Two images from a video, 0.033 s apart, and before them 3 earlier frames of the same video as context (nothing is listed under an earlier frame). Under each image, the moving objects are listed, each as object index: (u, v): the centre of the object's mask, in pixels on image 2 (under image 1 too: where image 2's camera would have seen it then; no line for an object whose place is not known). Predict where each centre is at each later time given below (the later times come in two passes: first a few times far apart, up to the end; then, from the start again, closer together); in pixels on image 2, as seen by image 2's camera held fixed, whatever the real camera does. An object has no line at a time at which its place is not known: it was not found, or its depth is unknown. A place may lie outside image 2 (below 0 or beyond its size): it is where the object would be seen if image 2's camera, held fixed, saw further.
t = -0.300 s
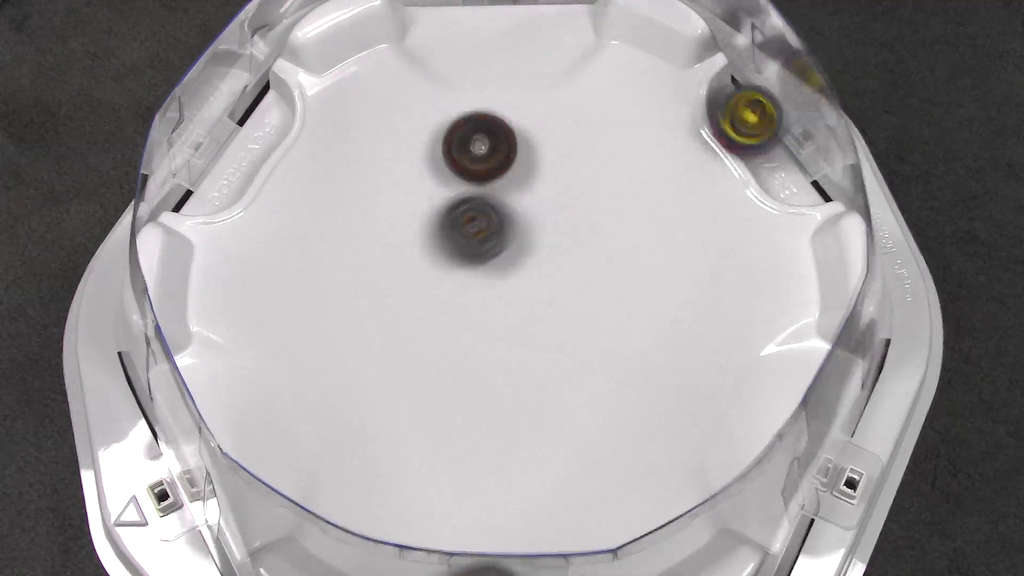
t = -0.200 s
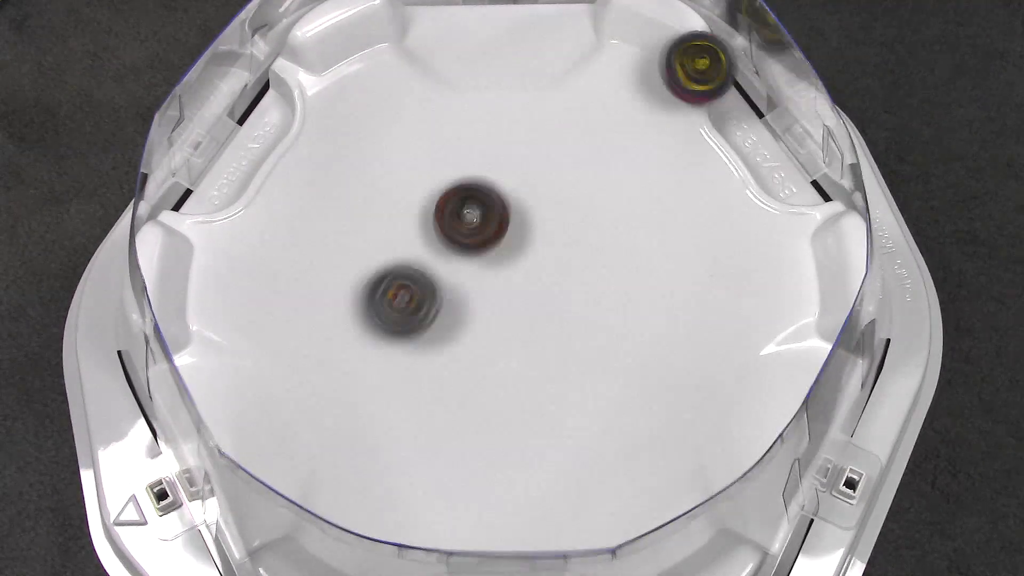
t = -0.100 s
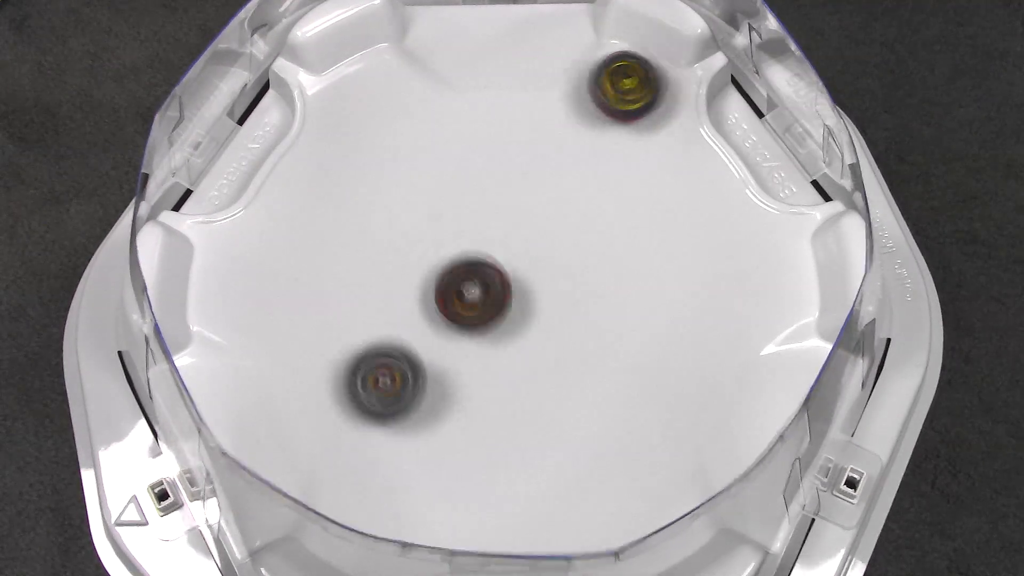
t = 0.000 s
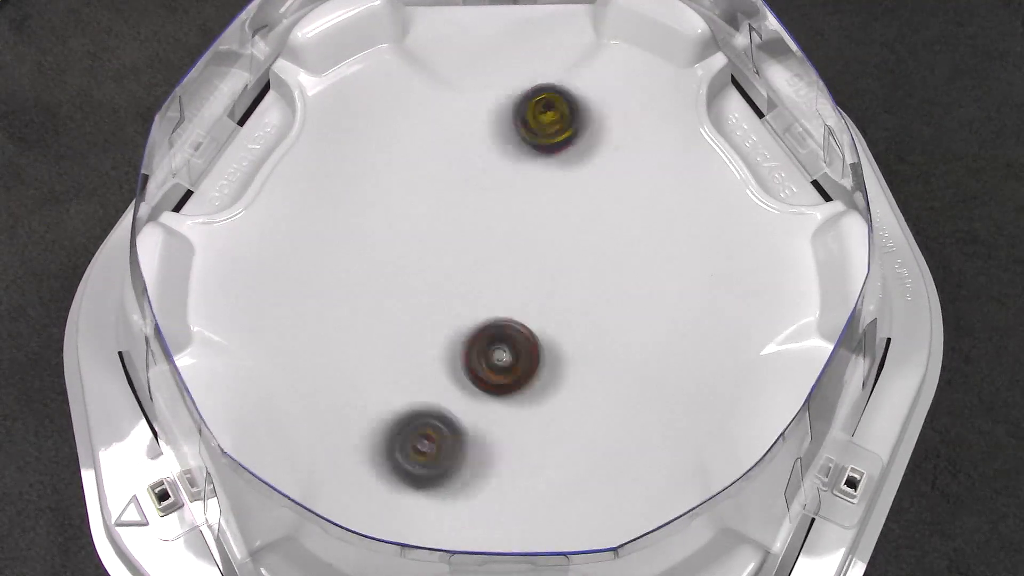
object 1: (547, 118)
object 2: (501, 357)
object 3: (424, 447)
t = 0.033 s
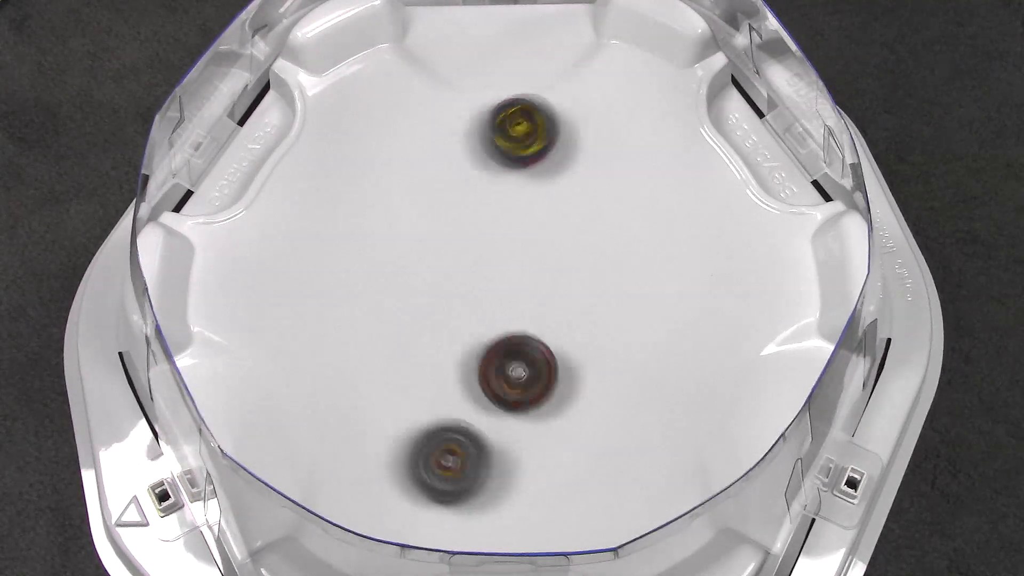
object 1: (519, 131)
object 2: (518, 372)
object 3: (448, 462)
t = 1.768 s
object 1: (506, 411)
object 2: (419, 276)
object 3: (724, 351)
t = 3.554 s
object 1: (403, 248)
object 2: (415, 134)
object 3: (767, 391)
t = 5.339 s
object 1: (567, 265)
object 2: (480, 355)
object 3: (404, 133)
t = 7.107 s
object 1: (429, 296)
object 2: (546, 298)
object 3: (438, 200)
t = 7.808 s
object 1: (487, 340)
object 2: (562, 340)
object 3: (485, 254)
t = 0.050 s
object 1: (507, 137)
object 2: (526, 377)
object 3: (462, 467)
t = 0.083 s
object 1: (481, 152)
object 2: (541, 385)
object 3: (492, 476)
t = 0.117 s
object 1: (456, 171)
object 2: (558, 387)
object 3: (526, 479)
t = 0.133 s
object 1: (445, 182)
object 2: (565, 386)
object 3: (544, 479)
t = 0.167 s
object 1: (426, 204)
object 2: (581, 384)
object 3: (582, 476)
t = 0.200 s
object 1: (409, 232)
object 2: (593, 375)
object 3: (617, 466)
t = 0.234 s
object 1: (397, 262)
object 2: (605, 366)
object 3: (653, 451)
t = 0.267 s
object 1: (392, 292)
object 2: (614, 352)
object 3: (685, 431)
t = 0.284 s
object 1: (393, 309)
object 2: (618, 346)
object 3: (700, 418)
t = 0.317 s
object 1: (395, 340)
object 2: (625, 332)
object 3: (727, 396)
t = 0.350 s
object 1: (406, 367)
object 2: (628, 318)
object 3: (750, 377)
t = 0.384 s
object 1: (421, 394)
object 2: (626, 300)
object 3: (767, 359)
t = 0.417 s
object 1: (440, 415)
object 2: (620, 285)
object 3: (778, 344)
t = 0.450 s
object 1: (463, 433)
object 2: (607, 270)
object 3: (787, 330)
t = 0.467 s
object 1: (476, 441)
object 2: (600, 265)
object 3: (790, 325)
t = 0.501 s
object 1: (501, 451)
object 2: (582, 254)
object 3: (792, 320)
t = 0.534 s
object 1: (527, 456)
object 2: (563, 247)
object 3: (789, 318)
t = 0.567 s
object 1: (554, 458)
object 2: (542, 242)
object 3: (777, 319)
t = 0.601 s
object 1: (579, 455)
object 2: (521, 243)
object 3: (764, 319)
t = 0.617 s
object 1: (591, 451)
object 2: (508, 245)
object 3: (755, 318)
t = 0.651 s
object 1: (613, 442)
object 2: (486, 251)
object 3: (737, 315)
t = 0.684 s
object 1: (634, 429)
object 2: (464, 260)
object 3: (716, 309)
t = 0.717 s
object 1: (650, 412)
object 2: (448, 270)
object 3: (693, 301)
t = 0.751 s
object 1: (663, 392)
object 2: (432, 284)
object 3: (669, 292)
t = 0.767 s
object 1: (667, 381)
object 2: (428, 291)
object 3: (655, 286)
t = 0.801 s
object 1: (673, 357)
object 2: (418, 307)
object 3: (630, 273)
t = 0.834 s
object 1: (673, 335)
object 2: (415, 324)
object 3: (603, 259)
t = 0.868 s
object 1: (668, 310)
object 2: (415, 341)
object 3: (572, 243)
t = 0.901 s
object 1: (657, 287)
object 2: (419, 356)
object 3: (540, 230)
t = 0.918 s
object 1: (650, 275)
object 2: (422, 365)
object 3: (522, 225)
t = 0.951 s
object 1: (633, 253)
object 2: (432, 377)
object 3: (488, 220)
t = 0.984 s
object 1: (612, 234)
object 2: (446, 388)
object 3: (453, 220)
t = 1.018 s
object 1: (589, 218)
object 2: (462, 395)
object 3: (422, 226)
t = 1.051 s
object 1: (561, 204)
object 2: (482, 398)
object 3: (394, 236)
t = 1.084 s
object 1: (533, 194)
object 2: (499, 398)
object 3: (370, 250)
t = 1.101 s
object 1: (515, 191)
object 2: (508, 395)
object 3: (360, 258)
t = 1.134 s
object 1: (486, 187)
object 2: (524, 388)
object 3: (343, 279)
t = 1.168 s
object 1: (458, 187)
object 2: (538, 377)
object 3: (331, 302)
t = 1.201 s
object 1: (431, 192)
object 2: (551, 363)
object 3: (327, 331)
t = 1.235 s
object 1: (405, 201)
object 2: (559, 348)
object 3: (326, 362)
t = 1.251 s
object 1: (392, 206)
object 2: (562, 339)
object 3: (330, 378)
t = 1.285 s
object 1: (370, 220)
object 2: (565, 322)
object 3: (339, 407)
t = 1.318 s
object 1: (353, 236)
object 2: (563, 302)
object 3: (355, 437)
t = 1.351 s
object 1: (339, 253)
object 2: (558, 286)
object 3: (375, 463)
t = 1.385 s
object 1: (329, 272)
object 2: (551, 271)
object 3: (402, 487)
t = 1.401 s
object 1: (326, 283)
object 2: (545, 263)
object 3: (415, 497)
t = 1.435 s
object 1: (323, 303)
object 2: (533, 251)
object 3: (448, 512)
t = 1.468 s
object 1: (323, 325)
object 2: (519, 241)
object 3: (484, 523)
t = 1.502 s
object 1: (328, 345)
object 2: (503, 233)
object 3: (521, 527)
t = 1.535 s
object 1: (337, 365)
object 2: (488, 229)
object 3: (557, 519)
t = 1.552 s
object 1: (344, 373)
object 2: (479, 228)
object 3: (575, 516)
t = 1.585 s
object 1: (361, 390)
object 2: (465, 229)
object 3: (612, 504)
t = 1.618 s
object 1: (382, 403)
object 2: (452, 234)
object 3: (645, 485)
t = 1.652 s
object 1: (408, 412)
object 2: (439, 240)
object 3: (671, 460)
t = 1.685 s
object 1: (434, 417)
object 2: (430, 247)
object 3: (693, 432)
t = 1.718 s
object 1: (463, 418)
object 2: (424, 258)
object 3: (711, 399)
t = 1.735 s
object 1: (476, 417)
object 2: (421, 263)
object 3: (717, 383)
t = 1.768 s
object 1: (506, 411)
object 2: (419, 276)
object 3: (724, 351)
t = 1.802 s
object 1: (534, 399)
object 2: (420, 289)
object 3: (726, 319)
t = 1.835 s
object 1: (560, 384)
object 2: (424, 300)
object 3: (722, 285)
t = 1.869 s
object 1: (582, 364)
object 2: (432, 310)
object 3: (711, 252)
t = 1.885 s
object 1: (592, 353)
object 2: (437, 315)
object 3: (702, 236)
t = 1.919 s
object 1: (607, 329)
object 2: (446, 322)
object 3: (685, 207)
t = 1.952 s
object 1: (616, 304)
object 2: (460, 328)
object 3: (660, 178)
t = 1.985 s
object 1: (621, 279)
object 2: (473, 333)
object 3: (635, 153)
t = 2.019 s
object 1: (621, 255)
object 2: (487, 334)
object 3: (605, 131)
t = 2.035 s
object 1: (620, 243)
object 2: (495, 333)
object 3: (589, 122)
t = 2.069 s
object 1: (614, 221)
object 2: (508, 332)
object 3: (556, 107)
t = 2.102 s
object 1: (604, 200)
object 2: (520, 328)
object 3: (521, 96)
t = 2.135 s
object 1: (591, 184)
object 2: (531, 321)
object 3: (486, 90)
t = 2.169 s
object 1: (576, 170)
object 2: (541, 312)
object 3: (450, 87)
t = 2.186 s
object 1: (567, 164)
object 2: (544, 309)
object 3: (433, 88)
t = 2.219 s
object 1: (549, 156)
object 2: (549, 298)
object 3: (401, 92)
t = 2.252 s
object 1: (530, 150)
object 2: (554, 287)
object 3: (368, 101)
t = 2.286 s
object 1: (510, 149)
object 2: (556, 278)
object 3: (336, 113)
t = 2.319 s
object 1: (490, 153)
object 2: (556, 270)
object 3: (307, 129)
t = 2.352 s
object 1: (470, 160)
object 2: (552, 262)
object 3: (280, 148)
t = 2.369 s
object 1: (462, 165)
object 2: (551, 257)
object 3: (269, 161)
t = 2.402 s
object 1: (445, 178)
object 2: (545, 251)
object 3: (253, 191)
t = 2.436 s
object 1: (430, 195)
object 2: (535, 247)
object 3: (243, 224)
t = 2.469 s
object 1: (418, 215)
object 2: (526, 245)
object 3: (235, 258)
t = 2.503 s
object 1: (410, 238)
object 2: (518, 245)
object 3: (227, 293)
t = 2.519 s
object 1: (407, 251)
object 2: (514, 247)
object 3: (225, 310)
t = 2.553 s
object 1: (405, 275)
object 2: (506, 249)
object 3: (227, 347)
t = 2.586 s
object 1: (407, 300)
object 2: (500, 253)
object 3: (229, 381)
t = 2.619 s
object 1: (413, 324)
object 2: (495, 257)
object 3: (234, 409)
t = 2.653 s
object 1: (424, 347)
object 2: (490, 263)
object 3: (238, 433)
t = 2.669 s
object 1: (430, 357)
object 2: (487, 266)
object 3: (242, 442)
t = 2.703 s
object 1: (445, 375)
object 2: (483, 273)
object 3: (250, 457)
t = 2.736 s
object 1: (463, 390)
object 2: (481, 281)
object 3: (264, 469)
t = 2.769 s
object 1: (483, 401)
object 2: (480, 290)
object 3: (280, 477)
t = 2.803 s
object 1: (505, 408)
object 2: (480, 298)
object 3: (297, 479)
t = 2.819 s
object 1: (516, 411)
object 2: (480, 301)
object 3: (305, 477)
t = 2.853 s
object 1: (537, 412)
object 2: (482, 309)
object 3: (320, 470)
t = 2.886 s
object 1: (558, 408)
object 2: (485, 316)
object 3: (339, 463)
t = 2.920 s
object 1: (577, 402)
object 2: (489, 322)
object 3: (361, 455)
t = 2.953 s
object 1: (595, 391)
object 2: (493, 326)
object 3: (385, 448)
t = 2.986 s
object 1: (610, 378)
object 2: (497, 328)
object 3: (414, 440)
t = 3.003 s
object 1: (615, 371)
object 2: (501, 329)
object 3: (427, 436)
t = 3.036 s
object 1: (625, 355)
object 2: (505, 331)
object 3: (460, 428)
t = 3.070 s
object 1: (629, 336)
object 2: (510, 331)
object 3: (495, 417)
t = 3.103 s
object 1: (630, 317)
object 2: (516, 329)
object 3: (530, 404)
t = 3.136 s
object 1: (625, 297)
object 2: (518, 308)
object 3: (564, 405)
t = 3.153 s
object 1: (620, 287)
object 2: (521, 287)
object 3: (582, 413)
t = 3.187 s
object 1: (610, 270)
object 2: (520, 249)
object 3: (618, 426)
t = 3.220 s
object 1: (597, 254)
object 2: (517, 218)
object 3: (651, 431)
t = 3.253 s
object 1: (580, 240)
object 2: (512, 190)
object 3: (678, 429)
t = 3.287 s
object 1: (560, 229)
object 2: (504, 168)
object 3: (703, 422)
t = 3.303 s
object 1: (549, 225)
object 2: (498, 159)
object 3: (716, 419)
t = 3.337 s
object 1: (530, 219)
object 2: (488, 144)
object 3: (737, 417)
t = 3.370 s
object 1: (509, 215)
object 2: (476, 133)
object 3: (758, 419)
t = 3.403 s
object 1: (486, 214)
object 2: (463, 126)
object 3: (771, 422)
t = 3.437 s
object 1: (464, 218)
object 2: (452, 121)
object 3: (788, 427)
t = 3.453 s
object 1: (454, 221)
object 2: (448, 120)
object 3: (789, 425)
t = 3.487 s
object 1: (437, 227)
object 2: (437, 121)
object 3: (780, 413)
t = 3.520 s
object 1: (419, 236)
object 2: (425, 126)
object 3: (774, 402)
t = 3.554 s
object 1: (403, 248)
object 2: (415, 134)
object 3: (767, 391)
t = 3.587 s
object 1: (391, 262)
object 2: (408, 146)
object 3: (756, 381)
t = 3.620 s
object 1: (383, 278)
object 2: (405, 160)
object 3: (744, 369)
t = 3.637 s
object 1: (380, 286)
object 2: (404, 170)
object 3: (737, 364)
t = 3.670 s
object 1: (377, 303)
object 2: (407, 188)
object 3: (722, 354)
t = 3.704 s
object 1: (379, 321)
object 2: (413, 208)
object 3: (706, 343)
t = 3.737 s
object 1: (386, 338)
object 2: (424, 229)
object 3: (691, 327)
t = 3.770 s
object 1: (396, 355)
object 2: (437, 250)
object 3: (673, 310)
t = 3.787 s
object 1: (403, 361)
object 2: (444, 258)
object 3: (665, 300)
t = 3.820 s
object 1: (420, 374)
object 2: (461, 277)
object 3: (649, 280)
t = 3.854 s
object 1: (441, 382)
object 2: (478, 293)
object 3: (630, 260)
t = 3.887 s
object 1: (462, 386)
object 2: (496, 306)
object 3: (609, 243)
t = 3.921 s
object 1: (486, 387)
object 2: (514, 316)
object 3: (585, 230)
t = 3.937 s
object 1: (496, 386)
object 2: (526, 320)
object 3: (572, 223)
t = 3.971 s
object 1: (511, 386)
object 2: (546, 319)
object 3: (546, 214)
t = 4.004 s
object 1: (524, 387)
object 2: (568, 313)
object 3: (519, 210)
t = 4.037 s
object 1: (535, 386)
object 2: (586, 307)
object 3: (492, 209)
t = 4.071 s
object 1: (547, 384)
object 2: (599, 301)
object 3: (466, 211)
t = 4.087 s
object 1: (553, 381)
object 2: (606, 297)
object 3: (453, 213)
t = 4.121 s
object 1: (563, 373)
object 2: (613, 290)
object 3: (428, 220)
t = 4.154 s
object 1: (571, 363)
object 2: (616, 283)
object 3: (405, 232)
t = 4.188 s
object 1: (576, 348)
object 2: (615, 278)
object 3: (384, 245)
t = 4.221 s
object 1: (569, 340)
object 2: (621, 268)
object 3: (366, 260)
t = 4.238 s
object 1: (560, 338)
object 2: (630, 254)
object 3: (357, 269)
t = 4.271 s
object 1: (536, 334)
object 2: (641, 234)
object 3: (340, 289)
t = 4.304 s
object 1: (516, 330)
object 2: (650, 216)
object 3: (329, 311)
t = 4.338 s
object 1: (498, 325)
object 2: (653, 201)
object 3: (320, 333)
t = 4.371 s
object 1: (480, 320)
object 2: (653, 191)
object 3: (316, 357)
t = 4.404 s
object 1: (467, 316)
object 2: (652, 185)
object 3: (318, 381)
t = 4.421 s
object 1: (459, 314)
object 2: (650, 181)
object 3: (321, 392)
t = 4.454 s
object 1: (447, 309)
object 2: (645, 179)
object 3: (332, 413)
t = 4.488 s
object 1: (436, 304)
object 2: (641, 178)
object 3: (349, 431)
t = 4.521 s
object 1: (428, 299)
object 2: (631, 181)
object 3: (371, 445)
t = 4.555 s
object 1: (419, 293)
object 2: (622, 187)
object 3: (397, 453)
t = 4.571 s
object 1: (416, 290)
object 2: (618, 190)
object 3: (411, 456)
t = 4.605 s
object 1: (409, 284)
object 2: (607, 200)
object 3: (439, 456)
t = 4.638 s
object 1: (404, 278)
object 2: (596, 213)
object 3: (467, 452)
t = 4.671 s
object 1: (398, 271)
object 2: (584, 224)
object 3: (494, 443)
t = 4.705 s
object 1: (394, 266)
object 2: (570, 239)
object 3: (519, 430)
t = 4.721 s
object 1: (393, 263)
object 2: (565, 245)
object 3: (530, 423)
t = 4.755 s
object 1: (391, 259)
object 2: (551, 260)
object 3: (552, 405)
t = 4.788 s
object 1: (391, 255)
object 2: (539, 275)
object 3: (569, 386)
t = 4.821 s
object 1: (394, 254)
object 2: (527, 288)
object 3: (583, 364)
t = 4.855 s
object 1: (400, 254)
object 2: (513, 303)
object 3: (594, 341)
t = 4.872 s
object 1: (403, 255)
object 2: (510, 309)
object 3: (599, 329)
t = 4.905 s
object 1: (412, 256)
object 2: (497, 323)
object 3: (601, 304)
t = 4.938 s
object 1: (423, 258)
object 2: (489, 336)
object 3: (600, 280)
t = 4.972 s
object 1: (435, 259)
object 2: (482, 345)
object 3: (596, 257)
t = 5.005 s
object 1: (449, 260)
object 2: (474, 356)
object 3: (588, 234)
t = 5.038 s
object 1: (463, 260)
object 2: (470, 364)
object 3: (578, 213)
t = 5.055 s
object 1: (470, 260)
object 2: (468, 367)
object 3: (572, 202)
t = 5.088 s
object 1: (483, 261)
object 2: (467, 373)
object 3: (557, 184)
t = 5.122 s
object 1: (498, 261)
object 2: (466, 377)
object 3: (540, 168)
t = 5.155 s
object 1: (510, 261)
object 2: (465, 379)
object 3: (521, 153)
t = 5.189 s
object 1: (523, 261)
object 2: (469, 378)
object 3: (501, 142)
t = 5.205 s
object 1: (528, 261)
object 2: (468, 378)
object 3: (490, 137)
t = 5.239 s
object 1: (538, 260)
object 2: (473, 374)
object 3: (469, 129)
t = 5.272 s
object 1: (548, 262)
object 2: (474, 369)
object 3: (447, 126)
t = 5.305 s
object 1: (558, 262)
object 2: (477, 364)
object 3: (424, 127)
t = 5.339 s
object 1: (567, 265)
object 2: (480, 355)
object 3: (404, 133)
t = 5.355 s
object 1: (571, 266)
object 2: (481, 352)
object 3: (394, 138)
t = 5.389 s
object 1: (580, 268)
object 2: (481, 341)
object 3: (376, 151)
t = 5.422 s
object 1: (587, 269)
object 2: (480, 333)
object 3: (361, 168)
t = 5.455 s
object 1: (593, 271)
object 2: (481, 321)
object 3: (351, 188)
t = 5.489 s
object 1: (598, 271)
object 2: (479, 310)
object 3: (345, 211)
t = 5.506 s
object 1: (599, 271)
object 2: (480, 306)
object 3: (344, 223)
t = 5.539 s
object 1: (600, 273)
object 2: (478, 296)
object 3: (345, 247)
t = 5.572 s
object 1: (597, 275)
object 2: (479, 286)
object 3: (351, 270)
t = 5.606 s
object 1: (592, 278)
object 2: (476, 276)
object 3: (359, 294)
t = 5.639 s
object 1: (585, 282)
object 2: (478, 270)
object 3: (373, 316)
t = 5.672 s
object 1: (577, 287)
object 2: (475, 260)
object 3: (390, 336)
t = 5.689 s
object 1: (572, 290)
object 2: (475, 257)
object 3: (400, 345)
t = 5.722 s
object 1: (564, 296)
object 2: (472, 251)
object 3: (420, 360)
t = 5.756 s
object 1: (556, 302)
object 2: (475, 247)
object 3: (445, 374)
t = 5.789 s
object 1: (547, 309)
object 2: (473, 242)
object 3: (470, 382)
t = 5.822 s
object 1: (537, 315)
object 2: (475, 241)
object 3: (495, 388)
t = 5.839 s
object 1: (532, 318)
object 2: (473, 240)
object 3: (508, 390)
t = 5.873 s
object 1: (530, 315)
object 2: (477, 239)
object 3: (527, 401)
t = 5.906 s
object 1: (526, 308)
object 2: (477, 239)
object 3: (544, 412)
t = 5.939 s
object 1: (519, 304)
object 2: (482, 240)
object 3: (562, 418)
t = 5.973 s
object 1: (515, 308)
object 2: (481, 234)
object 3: (582, 421)
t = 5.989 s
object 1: (512, 309)
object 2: (481, 230)
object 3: (592, 420)
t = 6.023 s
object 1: (507, 312)
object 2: (481, 229)
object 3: (612, 418)
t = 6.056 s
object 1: (503, 314)
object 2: (483, 225)
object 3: (632, 415)
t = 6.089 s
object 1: (496, 318)
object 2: (483, 227)
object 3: (652, 411)
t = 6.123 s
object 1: (491, 320)
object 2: (485, 226)
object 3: (672, 404)
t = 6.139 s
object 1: (490, 320)
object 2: (487, 228)
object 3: (682, 400)
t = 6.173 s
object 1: (486, 324)
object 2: (487, 230)
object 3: (699, 389)
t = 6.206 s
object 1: (481, 326)
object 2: (493, 235)
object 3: (714, 376)
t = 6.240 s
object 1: (481, 327)
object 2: (494, 239)
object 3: (723, 361)
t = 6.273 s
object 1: (479, 328)
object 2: (501, 245)
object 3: (727, 348)
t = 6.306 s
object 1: (479, 330)
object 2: (502, 251)
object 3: (726, 333)
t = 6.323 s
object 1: (479, 330)
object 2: (506, 253)
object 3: (723, 326)
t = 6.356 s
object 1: (480, 330)
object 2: (513, 261)
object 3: (716, 308)
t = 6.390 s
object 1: (479, 329)
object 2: (515, 265)
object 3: (701, 291)
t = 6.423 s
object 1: (468, 330)
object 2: (532, 271)
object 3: (684, 276)
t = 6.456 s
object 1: (455, 333)
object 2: (549, 272)
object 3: (665, 263)
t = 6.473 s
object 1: (449, 335)
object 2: (559, 272)
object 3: (656, 257)
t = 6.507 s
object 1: (438, 338)
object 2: (555, 277)
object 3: (651, 245)
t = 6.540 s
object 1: (431, 340)
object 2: (528, 284)
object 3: (666, 229)
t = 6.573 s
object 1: (426, 341)
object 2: (503, 292)
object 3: (675, 214)
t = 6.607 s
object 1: (424, 340)
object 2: (484, 298)
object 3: (676, 200)
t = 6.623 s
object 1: (420, 342)
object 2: (480, 300)
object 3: (674, 193)
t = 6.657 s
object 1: (407, 347)
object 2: (478, 298)
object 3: (667, 180)
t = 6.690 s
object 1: (398, 349)
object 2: (476, 296)
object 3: (655, 168)
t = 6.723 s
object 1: (390, 348)
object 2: (476, 293)
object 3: (640, 160)
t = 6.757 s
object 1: (386, 344)
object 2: (479, 294)
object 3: (623, 156)
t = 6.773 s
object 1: (387, 341)
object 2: (479, 295)
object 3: (613, 155)
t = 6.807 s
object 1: (391, 336)
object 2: (476, 296)
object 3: (594, 155)
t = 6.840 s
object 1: (397, 331)
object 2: (471, 293)
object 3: (575, 159)
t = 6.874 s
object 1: (406, 326)
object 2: (473, 289)
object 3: (555, 164)
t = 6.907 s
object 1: (414, 321)
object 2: (478, 288)
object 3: (537, 171)
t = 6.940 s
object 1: (413, 314)
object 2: (496, 289)
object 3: (518, 181)
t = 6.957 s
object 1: (414, 310)
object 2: (503, 288)
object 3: (509, 187)
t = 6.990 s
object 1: (417, 304)
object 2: (511, 281)
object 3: (492, 199)
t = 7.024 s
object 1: (422, 297)
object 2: (519, 276)
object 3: (475, 210)
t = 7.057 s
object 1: (428, 289)
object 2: (533, 284)
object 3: (454, 210)
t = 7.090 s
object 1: (431, 289)
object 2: (543, 293)
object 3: (441, 208)
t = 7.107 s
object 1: (429, 296)
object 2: (546, 298)
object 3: (438, 200)
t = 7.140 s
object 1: (428, 308)
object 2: (551, 310)
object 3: (434, 186)
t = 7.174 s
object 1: (427, 317)
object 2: (551, 320)
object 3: (433, 178)
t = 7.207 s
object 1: (430, 322)
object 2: (551, 328)
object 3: (431, 174)
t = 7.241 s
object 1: (435, 324)
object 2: (553, 333)
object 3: (429, 174)
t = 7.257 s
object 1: (438, 324)
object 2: (555, 334)
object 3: (428, 175)
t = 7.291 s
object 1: (444, 326)
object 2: (558, 338)
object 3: (425, 178)
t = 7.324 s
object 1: (451, 328)
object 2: (558, 341)
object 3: (423, 182)
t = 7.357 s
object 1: (459, 326)
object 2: (558, 343)
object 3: (420, 188)
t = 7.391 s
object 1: (466, 323)
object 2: (558, 345)
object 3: (417, 194)
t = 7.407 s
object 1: (470, 320)
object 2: (558, 346)
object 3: (416, 198)
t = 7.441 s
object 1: (476, 314)
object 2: (557, 346)
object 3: (414, 206)
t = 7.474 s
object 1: (480, 307)
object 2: (557, 346)
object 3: (411, 216)
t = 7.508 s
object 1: (482, 300)
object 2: (557, 346)
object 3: (410, 229)
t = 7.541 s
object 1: (482, 294)
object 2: (557, 346)
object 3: (414, 244)
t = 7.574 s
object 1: (486, 296)
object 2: (557, 346)
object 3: (417, 251)
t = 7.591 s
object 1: (491, 301)
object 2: (557, 346)
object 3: (418, 251)
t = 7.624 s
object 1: (498, 312)
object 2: (557, 346)
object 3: (423, 254)
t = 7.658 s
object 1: (496, 318)
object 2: (559, 345)
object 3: (431, 257)
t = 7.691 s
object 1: (494, 325)
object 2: (561, 344)
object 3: (443, 259)
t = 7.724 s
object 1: (492, 330)
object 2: (563, 342)
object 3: (454, 259)
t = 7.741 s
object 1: (491, 333)
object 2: (563, 341)
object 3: (460, 259)
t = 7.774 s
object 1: (489, 338)
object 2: (563, 340)
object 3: (474, 257)
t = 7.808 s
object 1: (487, 340)
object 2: (562, 340)
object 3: (485, 254)
